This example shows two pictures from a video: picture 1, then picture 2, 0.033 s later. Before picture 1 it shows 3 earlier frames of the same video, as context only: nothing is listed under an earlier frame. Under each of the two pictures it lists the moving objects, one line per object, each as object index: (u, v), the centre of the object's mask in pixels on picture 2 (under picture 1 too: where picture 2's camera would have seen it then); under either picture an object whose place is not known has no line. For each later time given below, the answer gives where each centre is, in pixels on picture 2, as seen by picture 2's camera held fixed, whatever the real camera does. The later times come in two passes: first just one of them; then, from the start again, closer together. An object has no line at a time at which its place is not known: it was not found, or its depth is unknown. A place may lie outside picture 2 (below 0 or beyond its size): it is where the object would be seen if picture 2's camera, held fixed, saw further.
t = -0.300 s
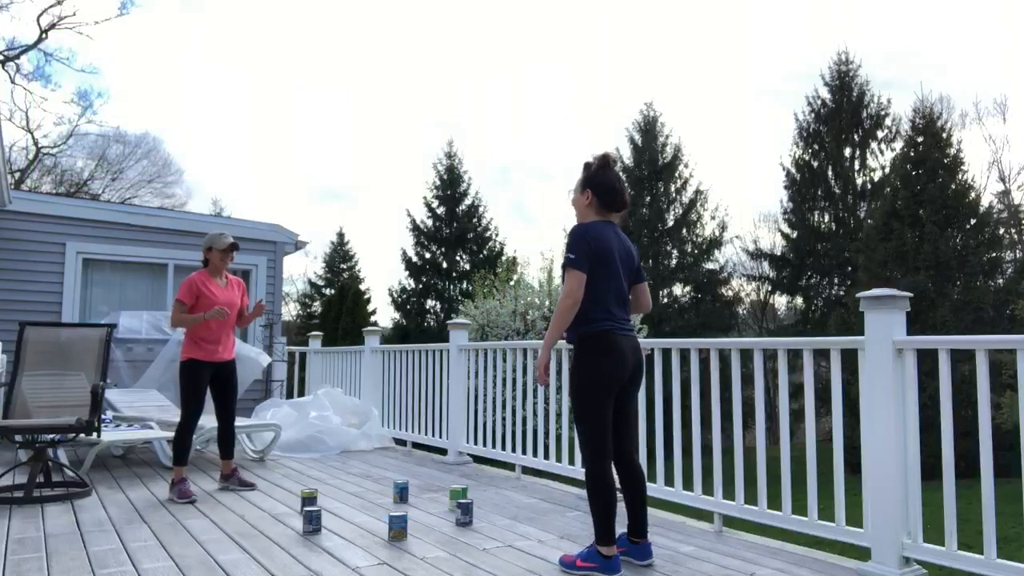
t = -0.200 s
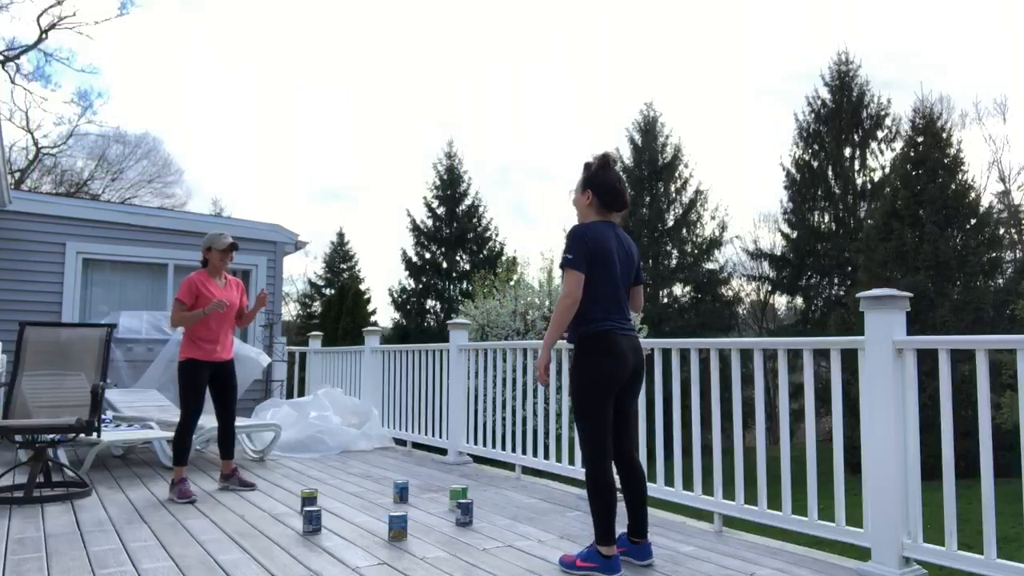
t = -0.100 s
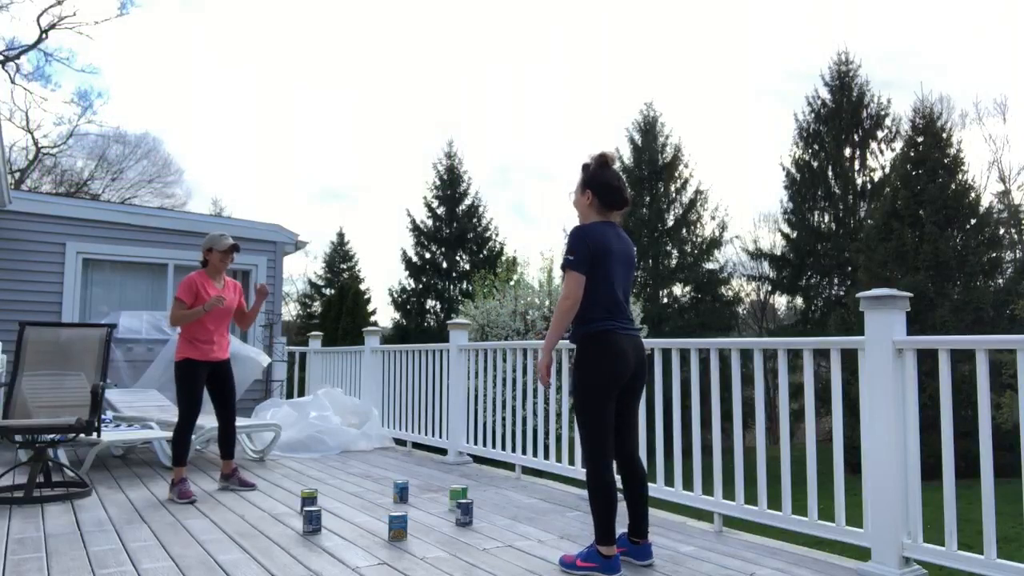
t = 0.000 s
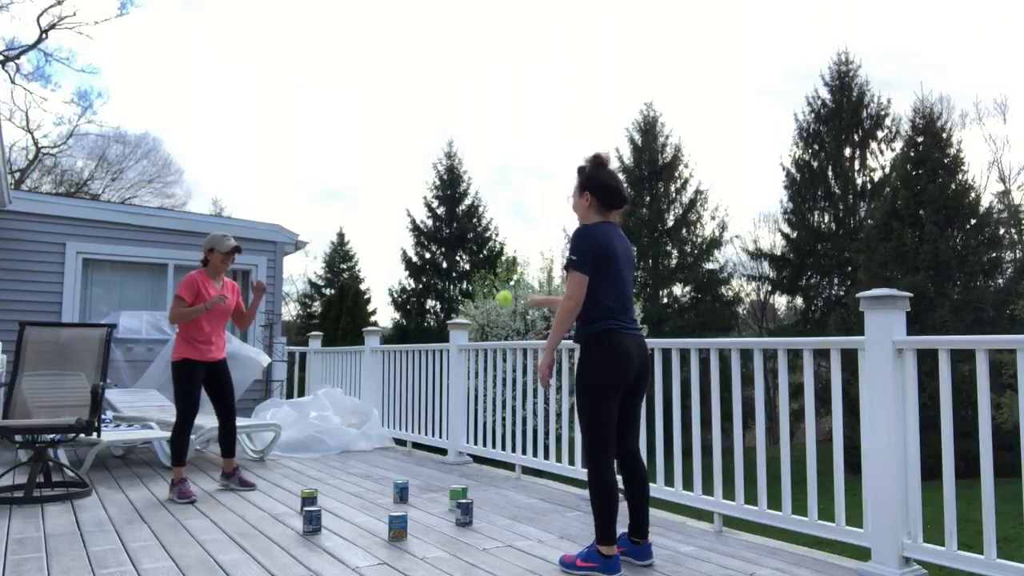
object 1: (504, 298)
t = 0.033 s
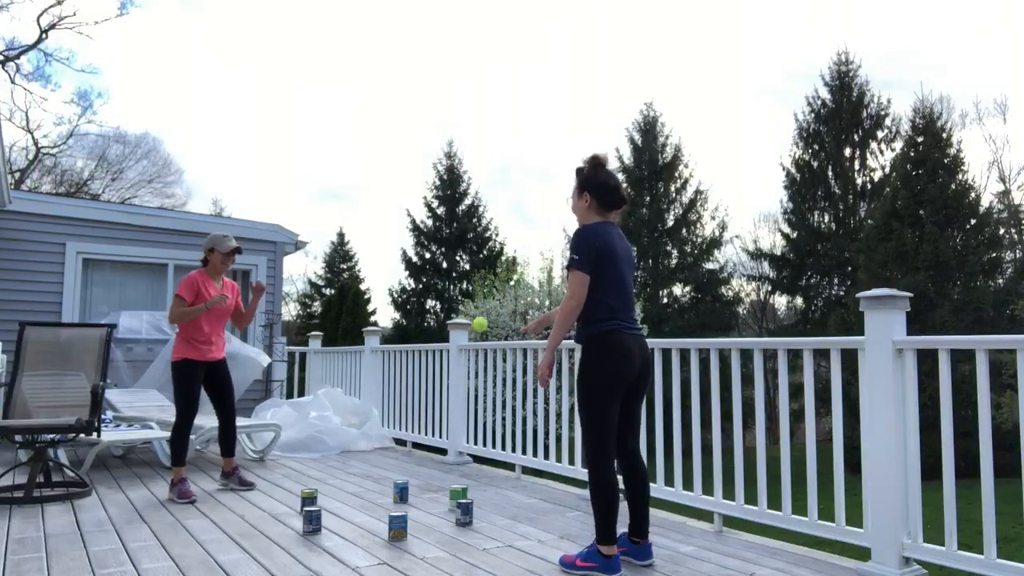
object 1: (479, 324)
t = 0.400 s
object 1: (293, 395)
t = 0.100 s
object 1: (433, 381)
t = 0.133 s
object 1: (411, 412)
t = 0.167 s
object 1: (389, 443)
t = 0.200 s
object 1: (366, 478)
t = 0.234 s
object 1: (345, 513)
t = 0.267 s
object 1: (333, 491)
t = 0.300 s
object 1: (323, 462)
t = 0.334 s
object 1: (313, 438)
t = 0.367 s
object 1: (302, 415)
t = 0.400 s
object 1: (293, 395)
